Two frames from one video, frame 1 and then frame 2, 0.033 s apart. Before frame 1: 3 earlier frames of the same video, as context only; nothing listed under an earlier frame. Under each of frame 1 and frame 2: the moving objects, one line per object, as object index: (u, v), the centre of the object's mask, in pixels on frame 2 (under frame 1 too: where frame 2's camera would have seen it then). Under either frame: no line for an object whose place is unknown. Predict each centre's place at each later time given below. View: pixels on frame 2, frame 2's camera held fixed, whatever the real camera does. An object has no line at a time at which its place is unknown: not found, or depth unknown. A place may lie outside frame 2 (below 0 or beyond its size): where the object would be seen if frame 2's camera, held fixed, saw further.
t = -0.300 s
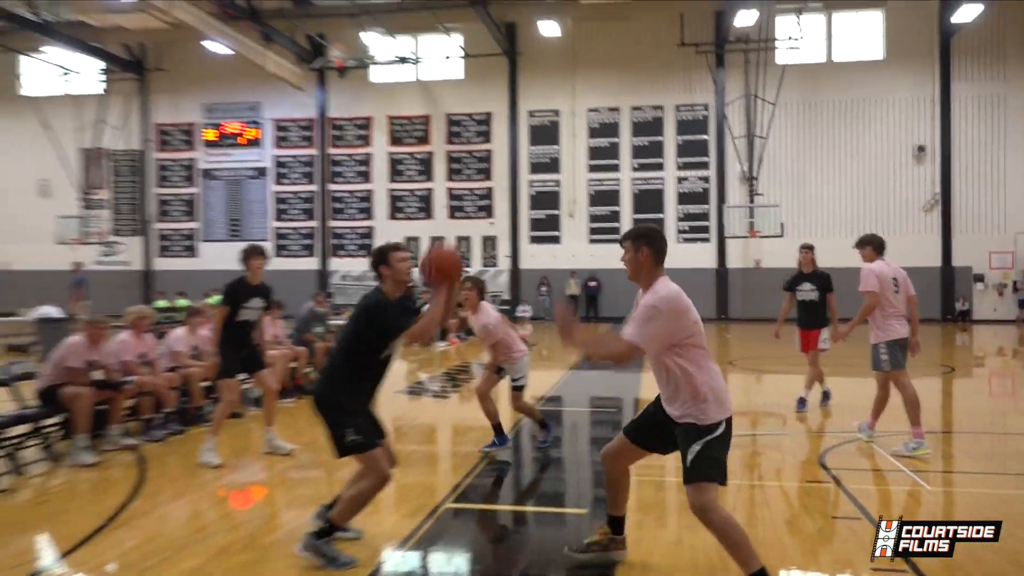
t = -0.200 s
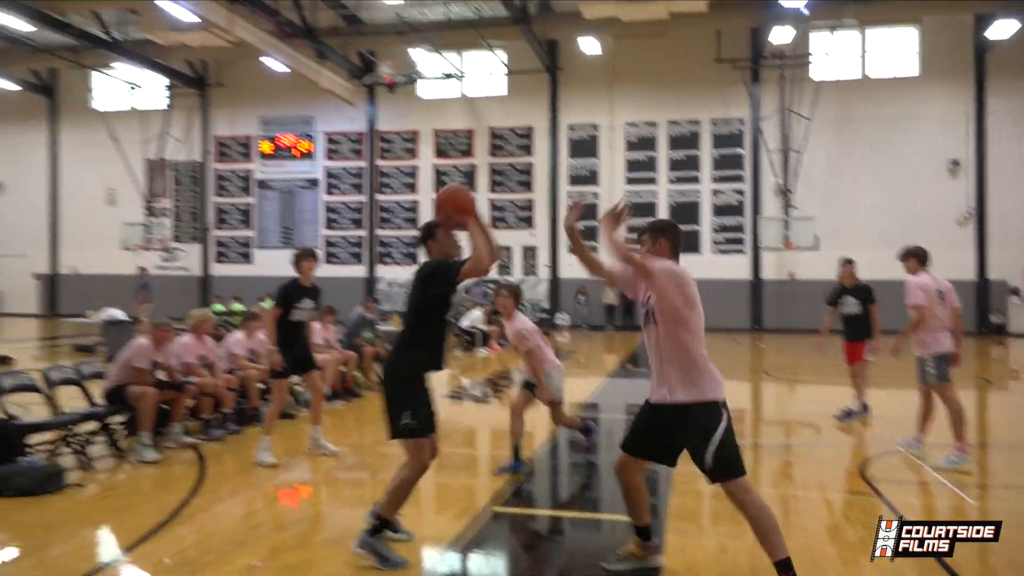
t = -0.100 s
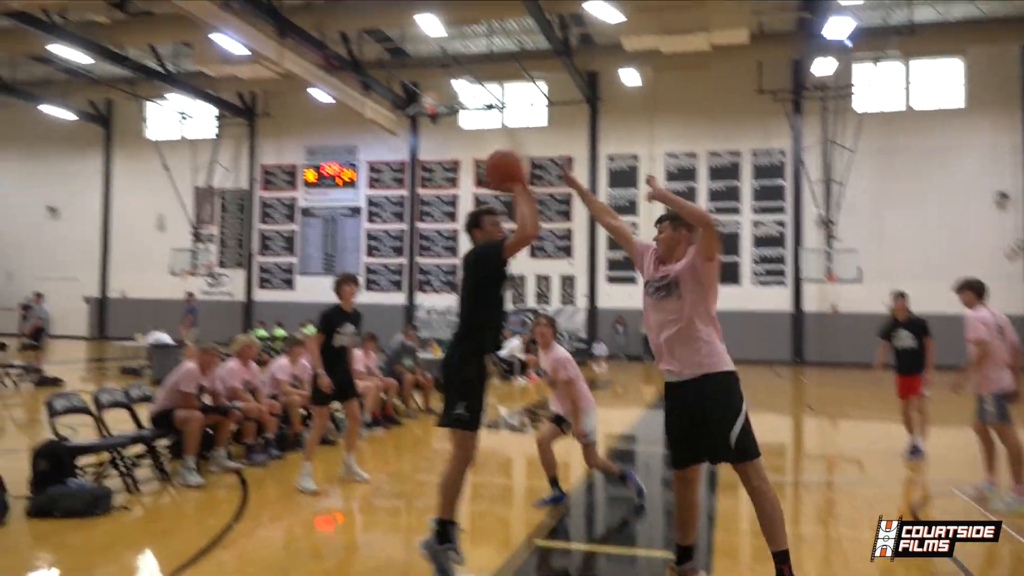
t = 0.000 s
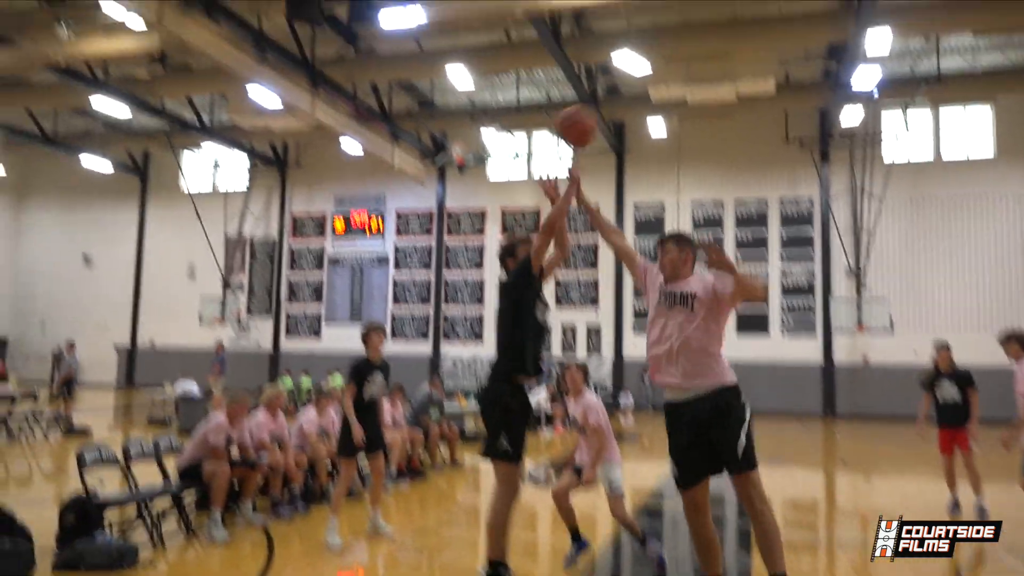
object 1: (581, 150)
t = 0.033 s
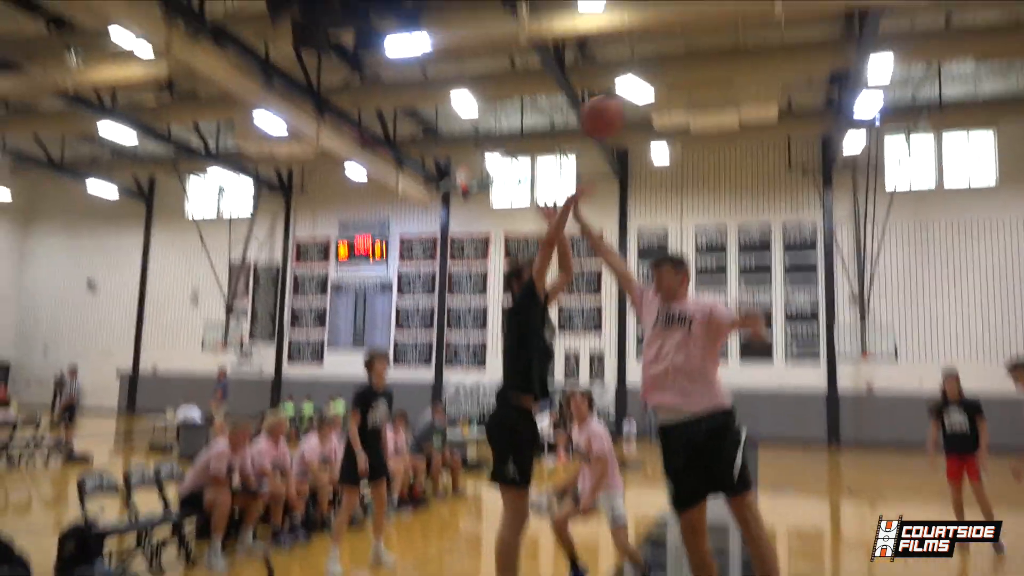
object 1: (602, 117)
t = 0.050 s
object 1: (611, 101)
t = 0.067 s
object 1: (623, 81)
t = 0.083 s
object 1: (637, 63)
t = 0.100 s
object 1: (648, 47)
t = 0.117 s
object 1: (660, 29)
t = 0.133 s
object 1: (672, 12)
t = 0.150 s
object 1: (684, -4)
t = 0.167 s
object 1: (695, -19)
